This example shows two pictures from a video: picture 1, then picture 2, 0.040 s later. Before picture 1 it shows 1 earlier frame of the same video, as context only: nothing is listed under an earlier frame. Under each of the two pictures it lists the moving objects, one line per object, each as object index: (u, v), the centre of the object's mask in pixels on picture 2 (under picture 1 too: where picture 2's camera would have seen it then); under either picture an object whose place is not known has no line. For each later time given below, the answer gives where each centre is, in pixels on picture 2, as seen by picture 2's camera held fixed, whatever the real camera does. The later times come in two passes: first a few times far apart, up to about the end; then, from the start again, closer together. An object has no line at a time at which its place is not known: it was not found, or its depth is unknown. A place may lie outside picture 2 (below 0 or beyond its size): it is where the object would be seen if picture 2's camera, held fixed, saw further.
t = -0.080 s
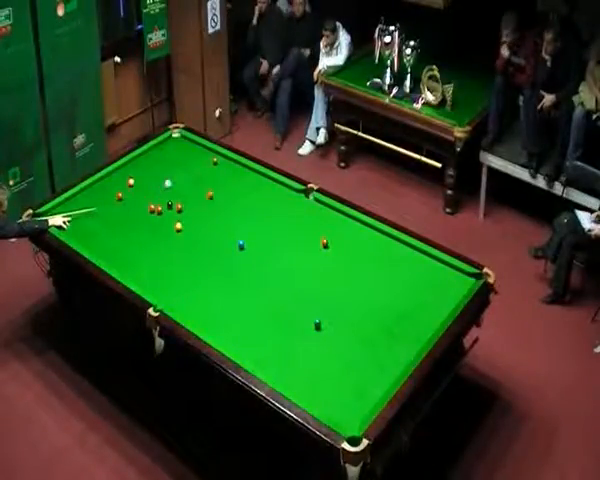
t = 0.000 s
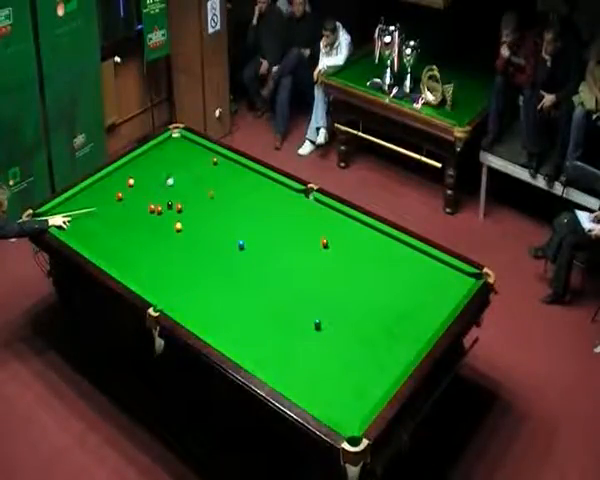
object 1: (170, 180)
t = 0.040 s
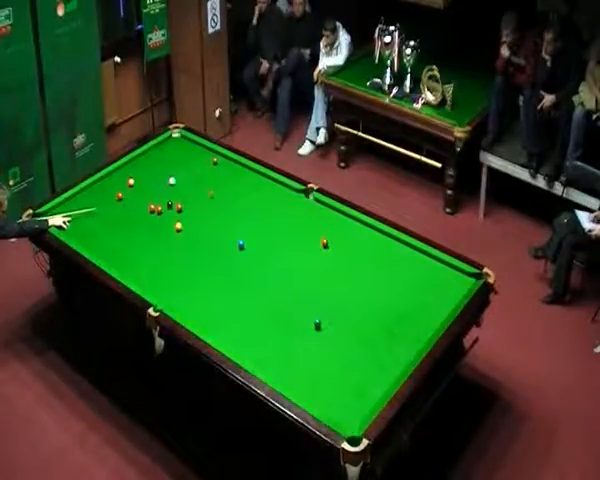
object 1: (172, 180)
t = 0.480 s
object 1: (187, 170)
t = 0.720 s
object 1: (193, 166)
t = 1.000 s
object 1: (202, 161)
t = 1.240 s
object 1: (206, 157)
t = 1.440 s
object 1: (210, 155)
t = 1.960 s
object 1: (212, 154)
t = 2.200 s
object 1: (208, 156)
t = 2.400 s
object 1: (206, 158)
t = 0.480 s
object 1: (187, 170)
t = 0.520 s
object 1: (188, 169)
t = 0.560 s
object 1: (188, 169)
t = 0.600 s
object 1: (190, 167)
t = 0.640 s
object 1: (190, 168)
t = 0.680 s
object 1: (192, 166)
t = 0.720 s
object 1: (193, 166)
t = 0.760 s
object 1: (193, 166)
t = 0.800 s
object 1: (196, 164)
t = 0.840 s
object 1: (198, 163)
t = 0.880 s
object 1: (198, 163)
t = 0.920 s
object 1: (198, 163)
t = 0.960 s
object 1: (200, 162)
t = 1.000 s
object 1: (202, 161)
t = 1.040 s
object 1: (202, 161)
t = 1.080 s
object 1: (204, 159)
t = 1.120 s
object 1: (204, 159)
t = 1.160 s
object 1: (204, 158)
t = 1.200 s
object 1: (205, 158)
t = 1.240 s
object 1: (206, 157)
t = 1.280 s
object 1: (206, 157)
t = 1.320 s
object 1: (208, 156)
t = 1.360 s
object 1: (209, 156)
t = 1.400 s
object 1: (210, 155)
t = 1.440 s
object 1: (210, 155)
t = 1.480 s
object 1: (213, 154)
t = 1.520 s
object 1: (213, 154)
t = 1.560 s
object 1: (214, 153)
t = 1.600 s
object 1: (215, 153)
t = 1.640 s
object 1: (215, 153)
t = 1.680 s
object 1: (215, 153)
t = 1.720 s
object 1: (214, 153)
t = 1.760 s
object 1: (214, 153)
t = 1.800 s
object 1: (213, 153)
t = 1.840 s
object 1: (213, 154)
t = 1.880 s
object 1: (212, 154)
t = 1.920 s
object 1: (212, 154)
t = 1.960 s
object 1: (212, 154)
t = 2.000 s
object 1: (210, 155)
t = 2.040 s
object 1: (210, 155)
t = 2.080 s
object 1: (209, 155)
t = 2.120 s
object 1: (209, 155)
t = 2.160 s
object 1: (209, 156)
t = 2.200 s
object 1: (208, 156)
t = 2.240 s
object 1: (208, 156)
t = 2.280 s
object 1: (207, 157)
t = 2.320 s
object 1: (207, 157)
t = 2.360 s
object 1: (206, 157)
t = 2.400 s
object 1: (206, 158)
